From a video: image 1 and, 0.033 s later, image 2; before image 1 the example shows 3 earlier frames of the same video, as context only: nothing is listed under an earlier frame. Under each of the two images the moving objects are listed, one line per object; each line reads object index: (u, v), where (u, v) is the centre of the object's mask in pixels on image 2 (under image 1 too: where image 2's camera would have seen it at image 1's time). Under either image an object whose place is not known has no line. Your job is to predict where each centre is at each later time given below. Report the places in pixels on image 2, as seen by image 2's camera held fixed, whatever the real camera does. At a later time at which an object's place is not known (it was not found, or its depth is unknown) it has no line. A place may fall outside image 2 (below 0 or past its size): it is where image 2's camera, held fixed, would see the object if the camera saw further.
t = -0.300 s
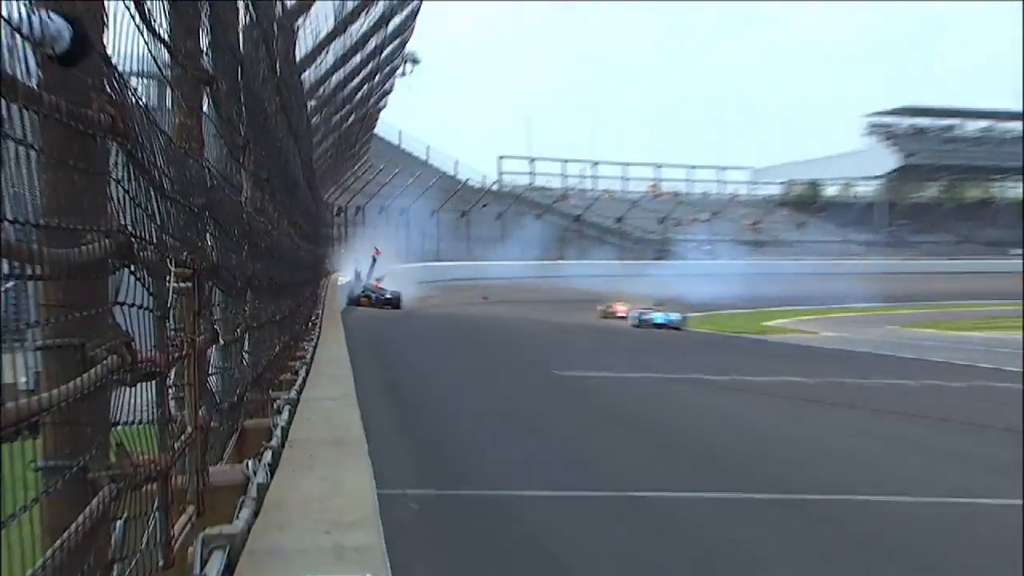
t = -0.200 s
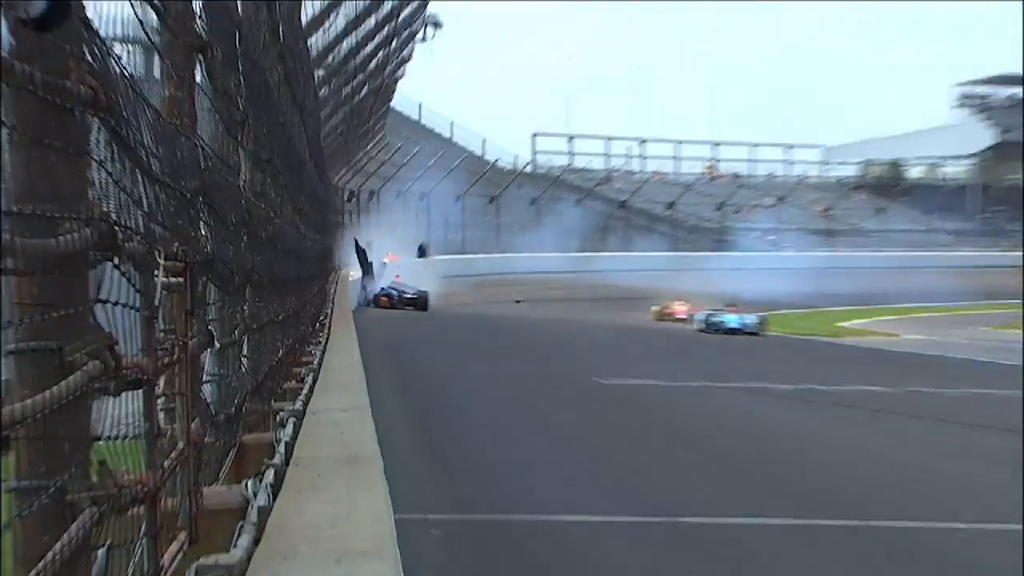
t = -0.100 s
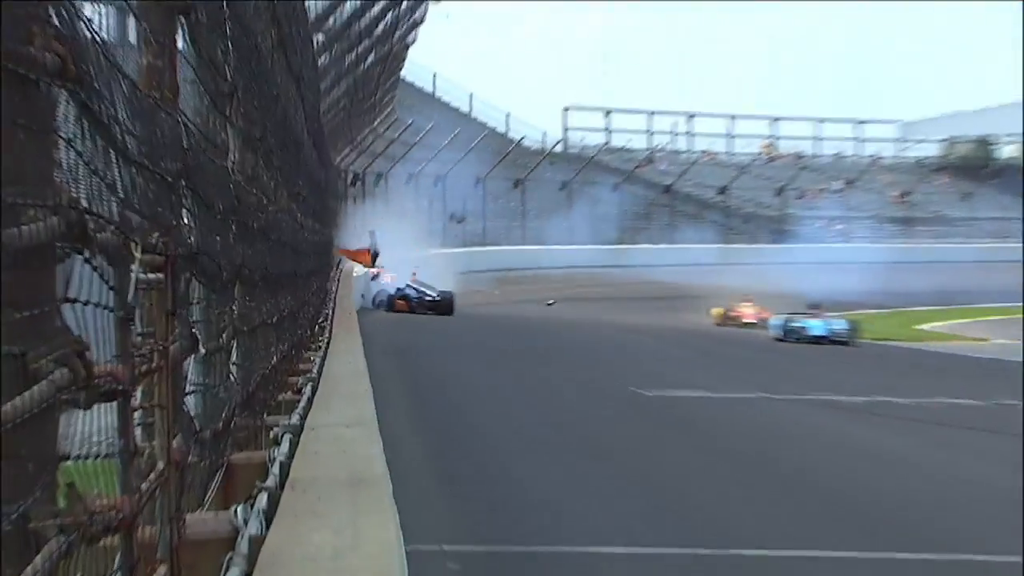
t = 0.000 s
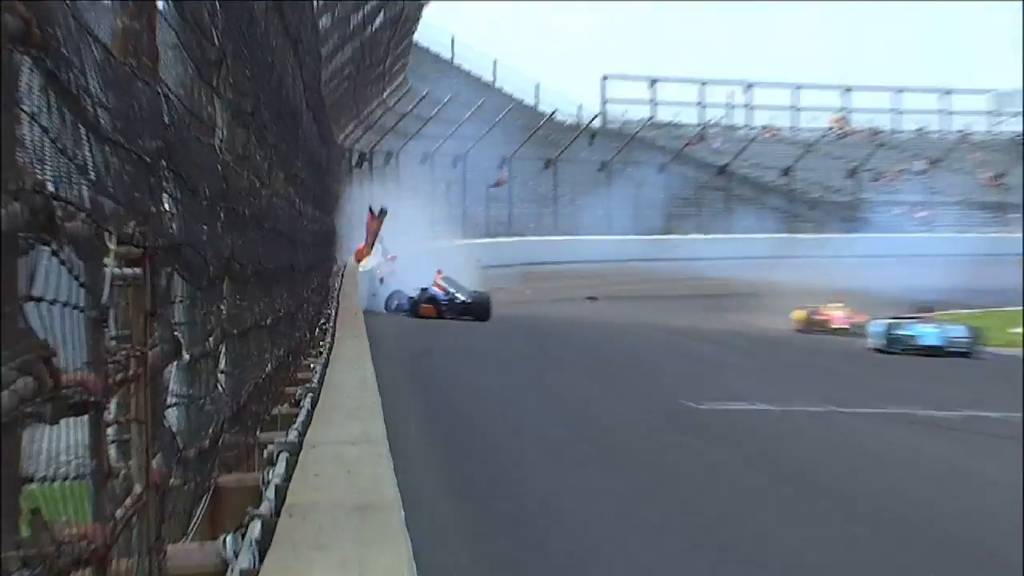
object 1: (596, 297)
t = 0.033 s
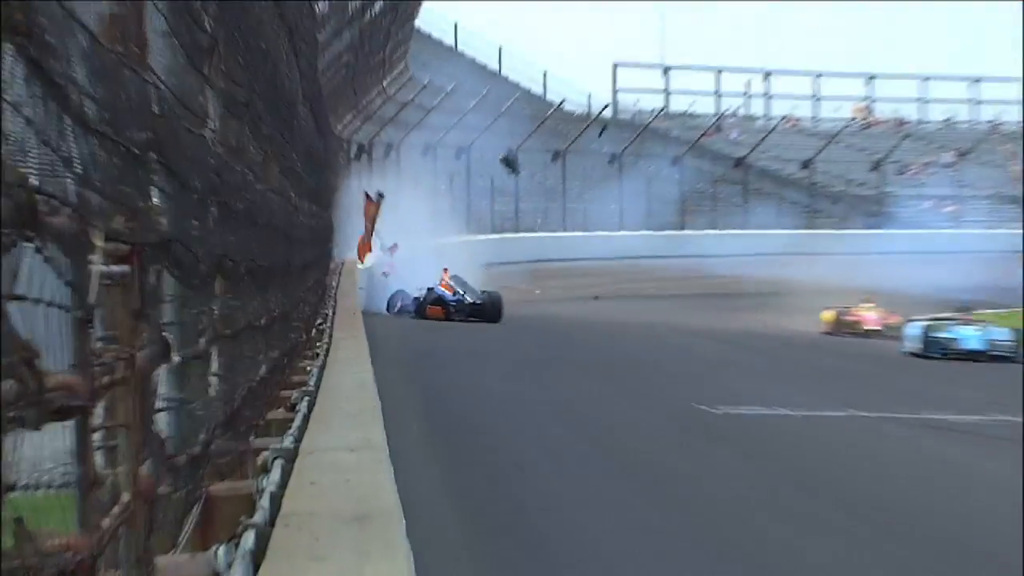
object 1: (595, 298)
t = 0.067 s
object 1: (606, 298)
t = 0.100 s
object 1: (612, 302)
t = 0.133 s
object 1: (613, 301)
